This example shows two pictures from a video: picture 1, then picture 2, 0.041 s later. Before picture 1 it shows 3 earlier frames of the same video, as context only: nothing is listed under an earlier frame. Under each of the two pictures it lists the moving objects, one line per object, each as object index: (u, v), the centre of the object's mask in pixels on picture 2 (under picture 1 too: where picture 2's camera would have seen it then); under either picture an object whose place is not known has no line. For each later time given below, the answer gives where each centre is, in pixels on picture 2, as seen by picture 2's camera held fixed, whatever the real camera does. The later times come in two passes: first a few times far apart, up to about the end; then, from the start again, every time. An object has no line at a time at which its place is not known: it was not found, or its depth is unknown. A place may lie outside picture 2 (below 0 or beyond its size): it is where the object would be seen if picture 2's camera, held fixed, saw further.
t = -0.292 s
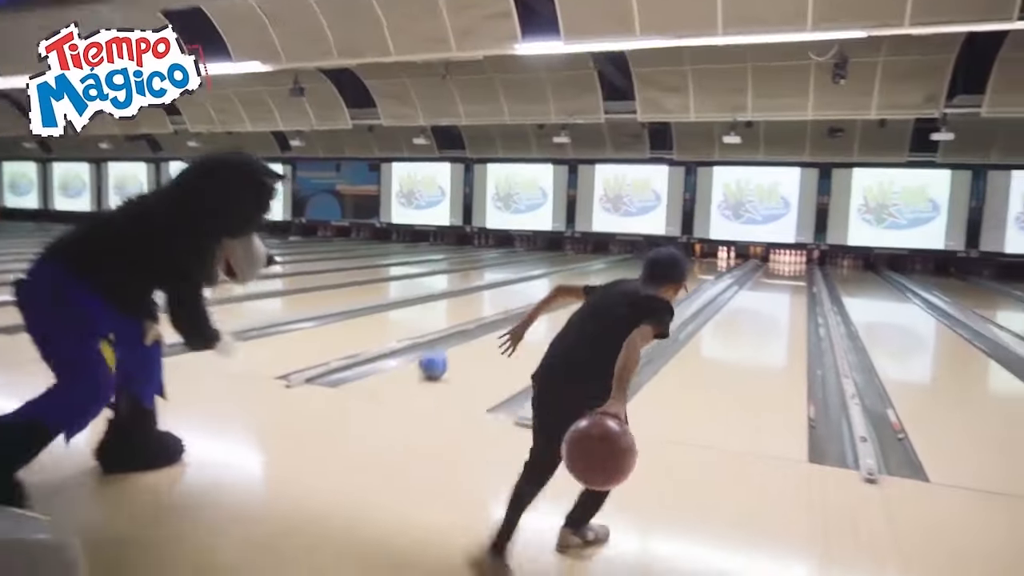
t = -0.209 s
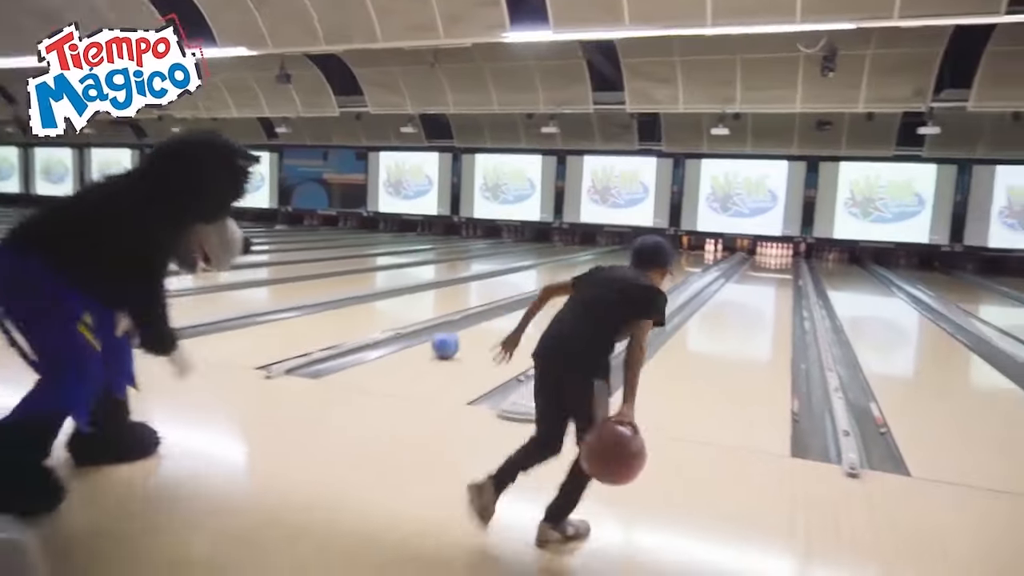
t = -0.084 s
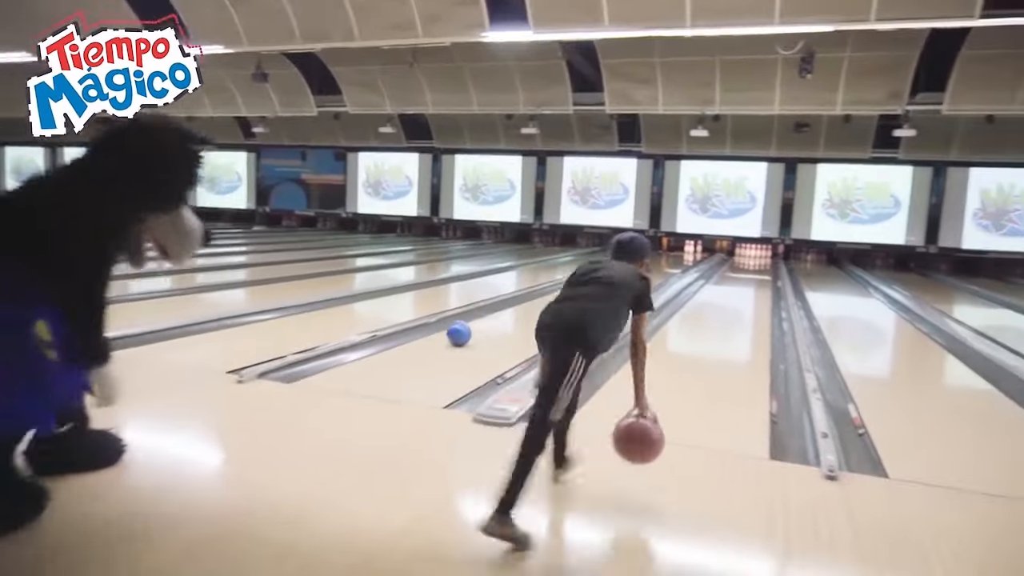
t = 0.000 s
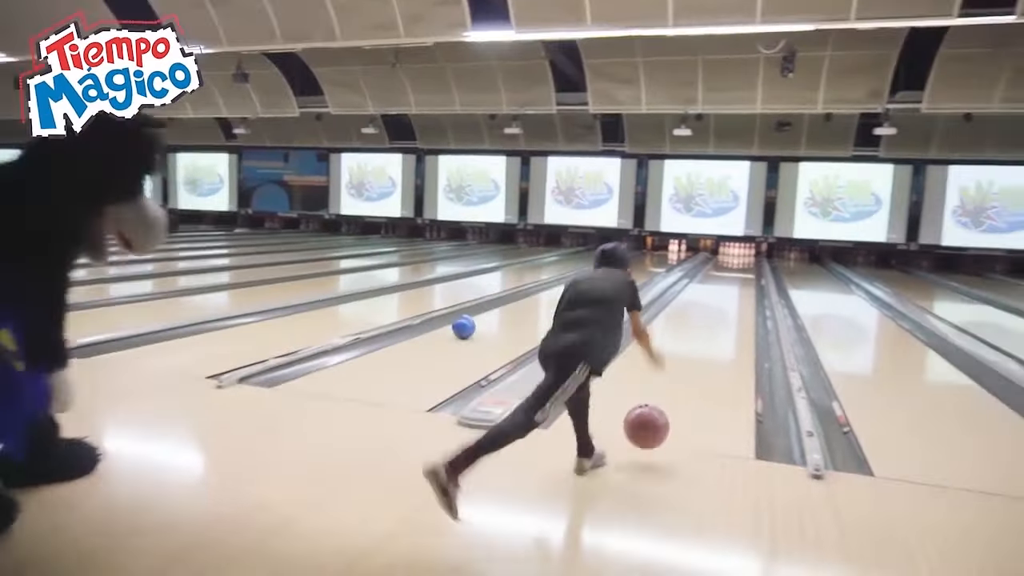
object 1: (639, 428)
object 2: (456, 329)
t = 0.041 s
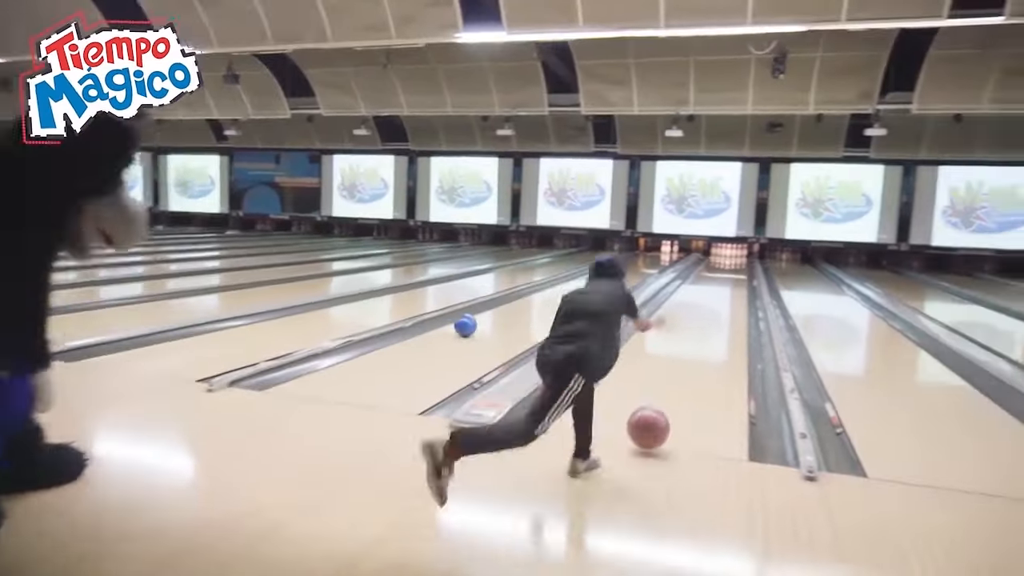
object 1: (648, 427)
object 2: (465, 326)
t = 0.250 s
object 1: (683, 382)
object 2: (504, 311)
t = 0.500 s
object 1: (707, 348)
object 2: (536, 297)
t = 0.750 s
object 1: (723, 325)
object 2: (561, 287)
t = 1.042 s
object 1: (732, 307)
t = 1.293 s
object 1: (736, 298)
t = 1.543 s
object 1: (739, 290)
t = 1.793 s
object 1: (743, 285)
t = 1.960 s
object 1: (746, 281)
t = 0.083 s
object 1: (656, 414)
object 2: (474, 323)
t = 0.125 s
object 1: (664, 401)
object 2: (483, 319)
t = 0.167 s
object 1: (671, 392)
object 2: (490, 316)
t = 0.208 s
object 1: (677, 387)
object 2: (497, 313)
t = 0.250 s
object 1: (683, 382)
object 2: (504, 311)
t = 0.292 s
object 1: (688, 374)
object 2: (510, 308)
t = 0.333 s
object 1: (695, 370)
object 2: (516, 305)
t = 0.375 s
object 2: (521, 303)
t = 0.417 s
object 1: (701, 358)
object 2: (526, 301)
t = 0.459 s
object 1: (704, 352)
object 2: (532, 299)
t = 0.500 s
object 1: (707, 348)
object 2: (536, 297)
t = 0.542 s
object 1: (710, 343)
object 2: (541, 295)
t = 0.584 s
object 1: (713, 339)
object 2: (546, 294)
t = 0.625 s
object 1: (716, 335)
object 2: (550, 292)
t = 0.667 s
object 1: (718, 331)
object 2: (553, 290)
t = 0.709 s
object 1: (720, 328)
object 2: (557, 288)
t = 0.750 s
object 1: (723, 325)
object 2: (561, 287)
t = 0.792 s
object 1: (724, 322)
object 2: (565, 285)
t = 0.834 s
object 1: (726, 320)
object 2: (568, 284)
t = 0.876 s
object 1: (727, 318)
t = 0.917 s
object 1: (729, 314)
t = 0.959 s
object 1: (730, 312)
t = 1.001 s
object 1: (731, 310)
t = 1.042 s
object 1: (732, 307)
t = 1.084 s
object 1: (733, 306)
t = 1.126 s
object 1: (734, 304)
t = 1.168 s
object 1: (734, 304)
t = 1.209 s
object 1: (735, 302)
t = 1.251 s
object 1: (736, 299)
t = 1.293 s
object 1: (736, 298)
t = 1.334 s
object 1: (737, 296)
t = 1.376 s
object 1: (737, 295)
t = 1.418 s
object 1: (738, 294)
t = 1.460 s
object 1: (738, 293)
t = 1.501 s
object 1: (739, 291)
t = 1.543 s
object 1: (739, 290)
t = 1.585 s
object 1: (740, 289)
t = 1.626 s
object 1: (740, 288)
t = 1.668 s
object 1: (740, 287)
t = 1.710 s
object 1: (742, 287)
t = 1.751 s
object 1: (742, 286)
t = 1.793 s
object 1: (743, 285)
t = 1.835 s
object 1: (745, 283)
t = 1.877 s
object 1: (745, 282)
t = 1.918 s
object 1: (746, 281)
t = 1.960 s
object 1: (746, 281)
